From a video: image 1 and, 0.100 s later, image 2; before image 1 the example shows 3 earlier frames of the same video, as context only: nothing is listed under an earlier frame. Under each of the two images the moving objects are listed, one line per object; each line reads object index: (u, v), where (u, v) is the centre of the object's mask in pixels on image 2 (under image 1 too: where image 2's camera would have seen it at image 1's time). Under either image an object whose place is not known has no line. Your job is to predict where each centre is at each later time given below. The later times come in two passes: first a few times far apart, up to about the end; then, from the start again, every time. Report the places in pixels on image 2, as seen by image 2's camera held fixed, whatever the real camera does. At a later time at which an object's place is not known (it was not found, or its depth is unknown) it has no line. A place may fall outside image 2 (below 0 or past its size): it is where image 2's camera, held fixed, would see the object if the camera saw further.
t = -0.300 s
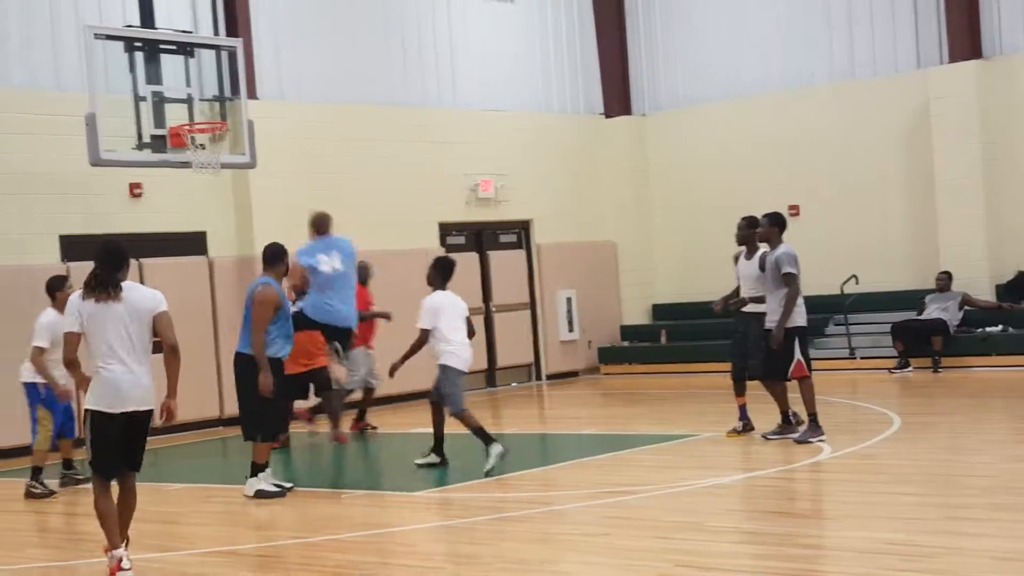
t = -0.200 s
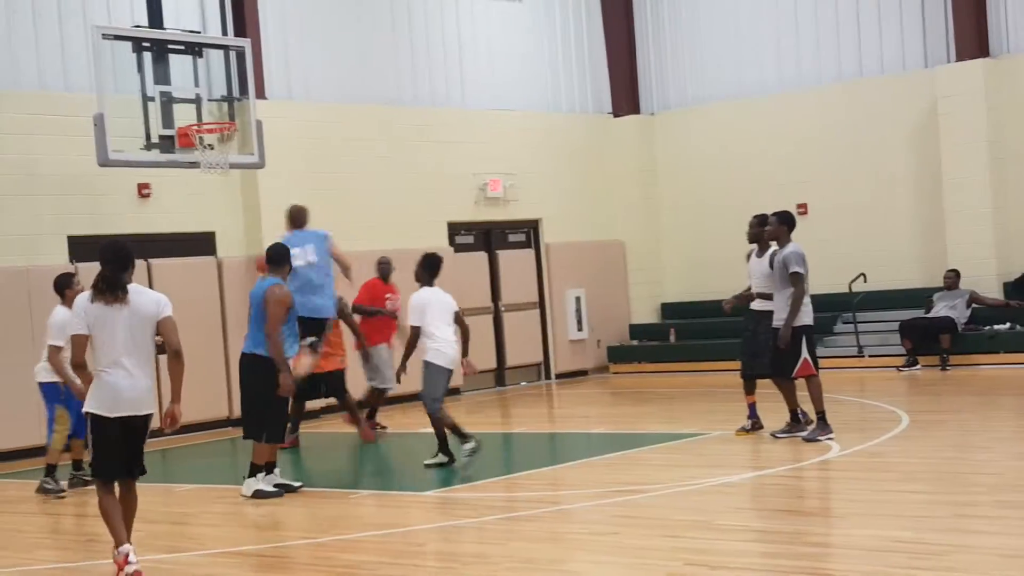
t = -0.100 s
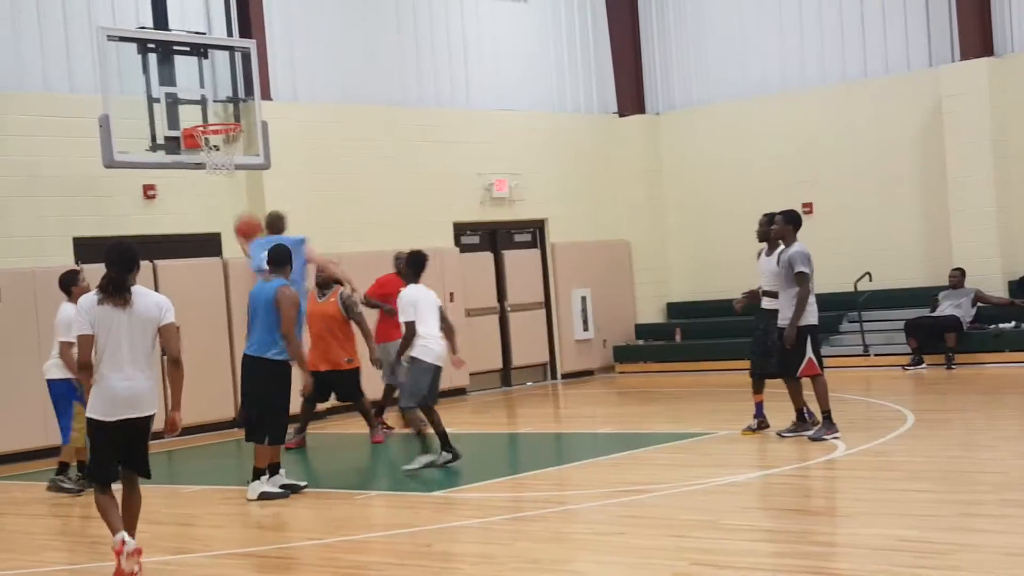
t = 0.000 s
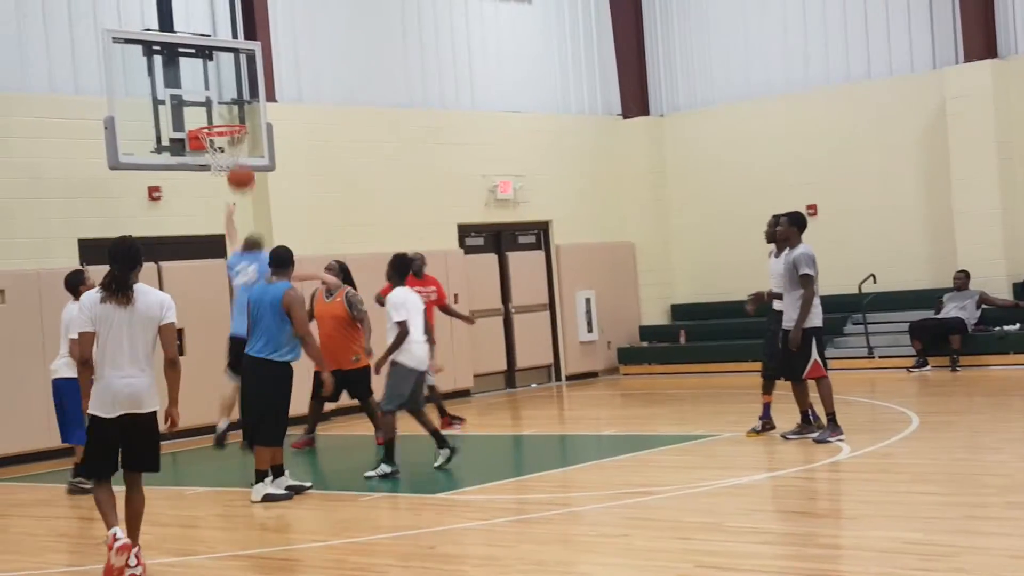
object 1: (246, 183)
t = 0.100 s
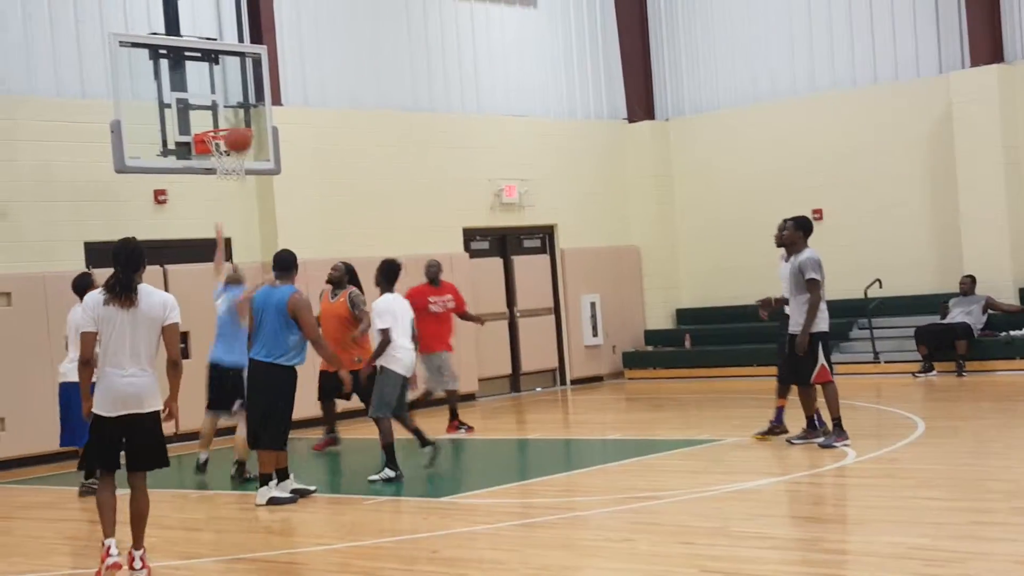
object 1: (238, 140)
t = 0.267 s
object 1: (224, 99)
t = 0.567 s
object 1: (206, 102)
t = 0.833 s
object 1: (215, 116)
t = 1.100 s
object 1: (261, 144)
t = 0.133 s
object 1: (235, 130)
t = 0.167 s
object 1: (231, 119)
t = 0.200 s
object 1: (229, 111)
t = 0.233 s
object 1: (226, 104)
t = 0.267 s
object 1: (224, 99)
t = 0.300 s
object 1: (221, 94)
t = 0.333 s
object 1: (219, 91)
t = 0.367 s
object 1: (217, 89)
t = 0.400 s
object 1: (215, 88)
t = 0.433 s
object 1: (213, 89)
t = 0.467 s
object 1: (211, 90)
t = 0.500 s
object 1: (209, 94)
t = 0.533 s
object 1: (208, 97)
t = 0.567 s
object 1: (206, 102)
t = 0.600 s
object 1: (205, 108)
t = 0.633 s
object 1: (204, 115)
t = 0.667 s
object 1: (204, 119)
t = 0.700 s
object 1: (206, 117)
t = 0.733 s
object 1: (209, 115)
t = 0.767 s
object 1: (210, 114)
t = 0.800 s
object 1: (213, 115)
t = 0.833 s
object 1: (215, 116)
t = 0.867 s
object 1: (221, 116)
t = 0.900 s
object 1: (227, 116)
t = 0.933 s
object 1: (233, 117)
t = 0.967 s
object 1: (238, 119)
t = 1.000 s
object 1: (245, 122)
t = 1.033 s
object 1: (252, 129)
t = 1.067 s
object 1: (258, 138)
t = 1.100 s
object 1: (261, 144)
